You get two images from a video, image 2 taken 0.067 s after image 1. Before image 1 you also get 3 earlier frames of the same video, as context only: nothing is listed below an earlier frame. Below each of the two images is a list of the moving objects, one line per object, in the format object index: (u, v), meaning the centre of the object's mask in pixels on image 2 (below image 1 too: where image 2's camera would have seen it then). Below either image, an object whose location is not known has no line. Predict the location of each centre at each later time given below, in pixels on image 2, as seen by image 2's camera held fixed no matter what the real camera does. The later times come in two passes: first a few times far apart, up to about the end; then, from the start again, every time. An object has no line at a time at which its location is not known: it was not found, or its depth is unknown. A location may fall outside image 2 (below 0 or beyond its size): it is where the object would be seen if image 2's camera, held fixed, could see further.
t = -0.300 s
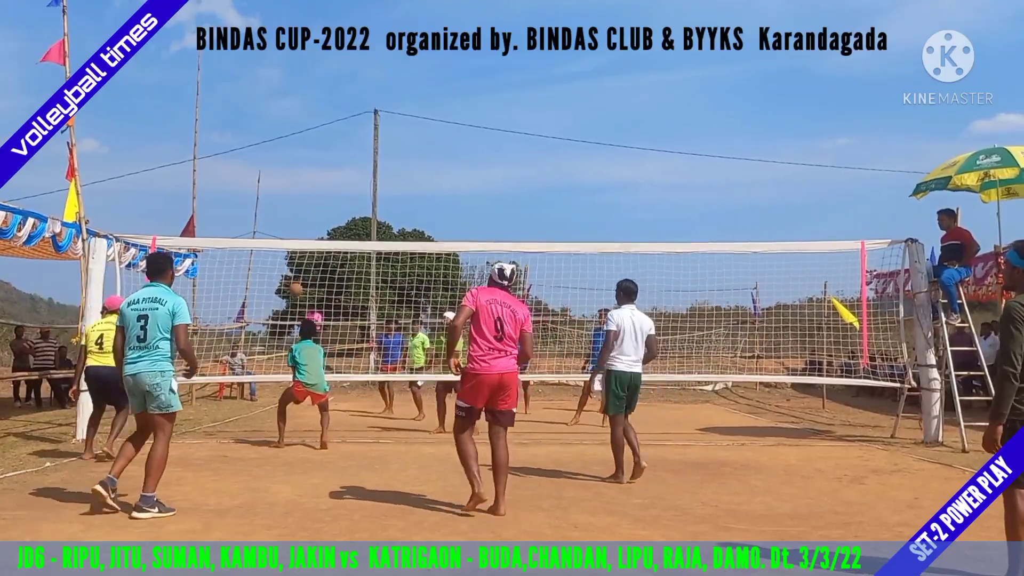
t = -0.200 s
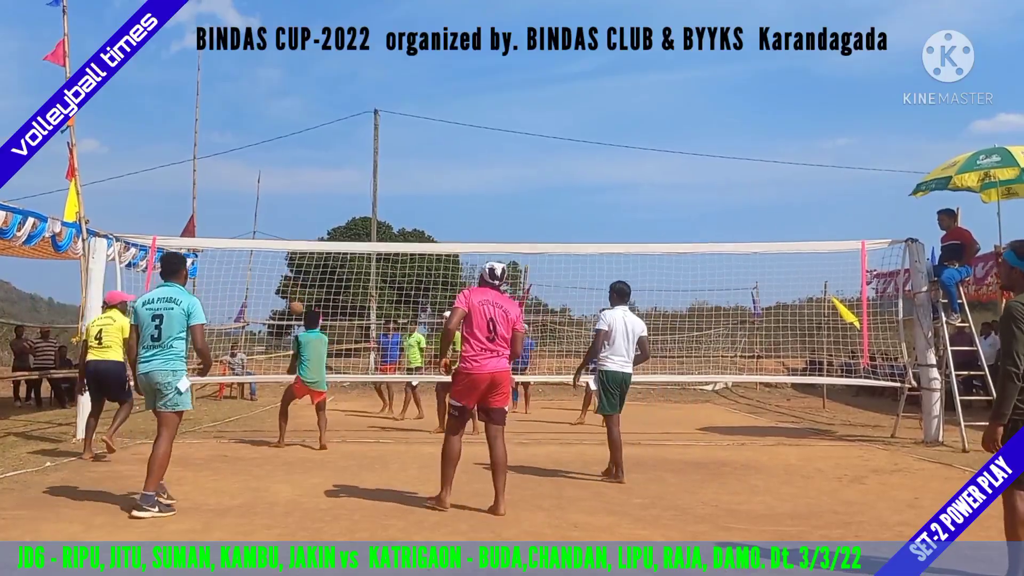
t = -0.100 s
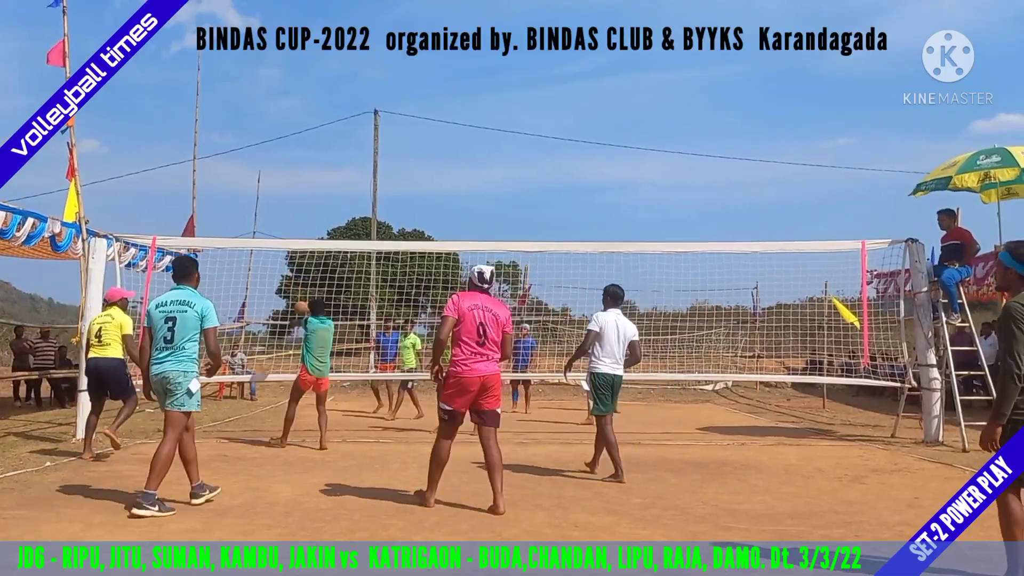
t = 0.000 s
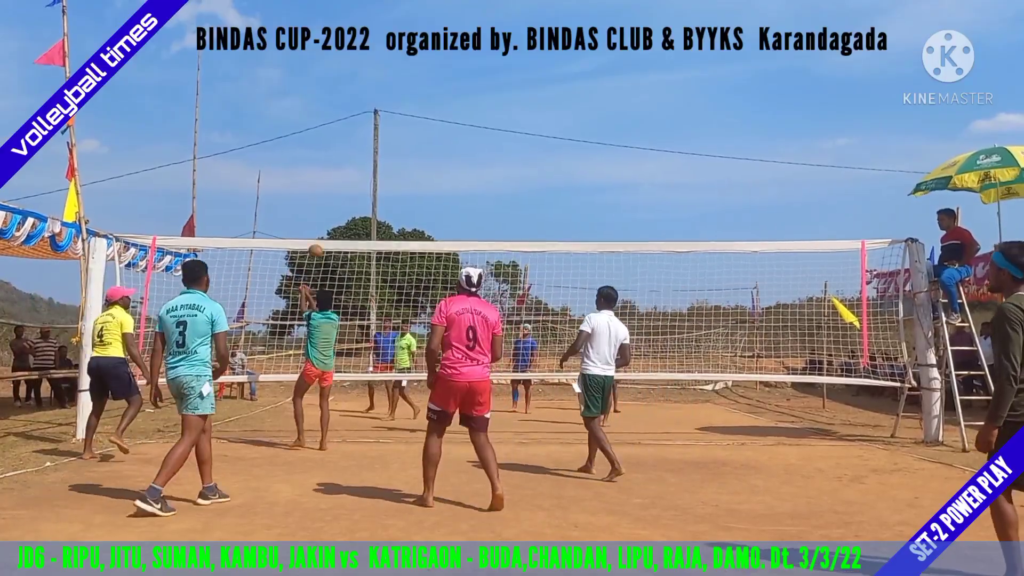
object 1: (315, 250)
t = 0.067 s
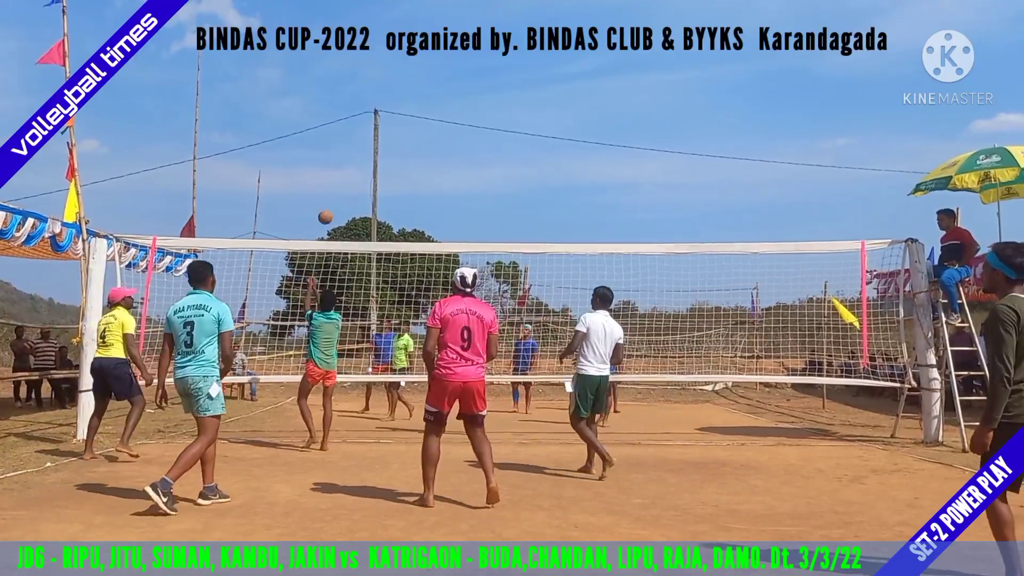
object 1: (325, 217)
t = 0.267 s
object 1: (353, 135)
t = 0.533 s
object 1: (392, 74)
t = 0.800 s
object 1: (429, 73)
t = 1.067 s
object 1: (469, 143)
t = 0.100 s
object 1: (330, 201)
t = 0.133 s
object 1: (334, 186)
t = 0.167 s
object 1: (339, 172)
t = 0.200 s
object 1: (344, 158)
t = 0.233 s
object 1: (349, 146)
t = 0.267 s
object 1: (353, 135)
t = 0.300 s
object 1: (358, 122)
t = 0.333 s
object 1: (363, 113)
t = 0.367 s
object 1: (368, 105)
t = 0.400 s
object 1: (372, 97)
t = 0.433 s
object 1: (377, 89)
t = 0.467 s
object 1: (382, 83)
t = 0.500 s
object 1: (387, 78)
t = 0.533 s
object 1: (392, 74)
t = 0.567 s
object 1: (396, 70)
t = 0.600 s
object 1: (401, 68)
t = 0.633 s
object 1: (405, 66)
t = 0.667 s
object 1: (410, 65)
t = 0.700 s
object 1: (415, 66)
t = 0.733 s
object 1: (420, 68)
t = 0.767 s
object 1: (424, 70)
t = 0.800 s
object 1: (429, 73)
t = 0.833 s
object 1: (434, 78)
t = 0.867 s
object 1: (439, 84)
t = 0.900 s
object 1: (444, 91)
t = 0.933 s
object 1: (449, 98)
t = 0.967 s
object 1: (454, 108)
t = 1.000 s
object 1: (459, 118)
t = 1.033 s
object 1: (464, 130)
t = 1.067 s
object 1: (469, 143)
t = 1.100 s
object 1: (474, 157)
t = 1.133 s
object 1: (479, 172)
